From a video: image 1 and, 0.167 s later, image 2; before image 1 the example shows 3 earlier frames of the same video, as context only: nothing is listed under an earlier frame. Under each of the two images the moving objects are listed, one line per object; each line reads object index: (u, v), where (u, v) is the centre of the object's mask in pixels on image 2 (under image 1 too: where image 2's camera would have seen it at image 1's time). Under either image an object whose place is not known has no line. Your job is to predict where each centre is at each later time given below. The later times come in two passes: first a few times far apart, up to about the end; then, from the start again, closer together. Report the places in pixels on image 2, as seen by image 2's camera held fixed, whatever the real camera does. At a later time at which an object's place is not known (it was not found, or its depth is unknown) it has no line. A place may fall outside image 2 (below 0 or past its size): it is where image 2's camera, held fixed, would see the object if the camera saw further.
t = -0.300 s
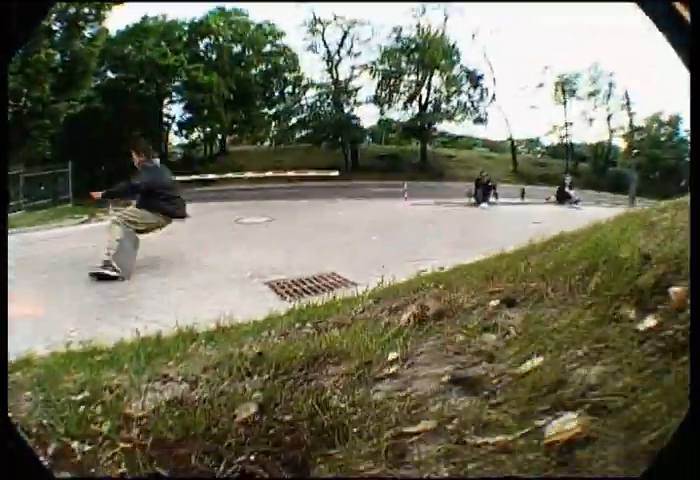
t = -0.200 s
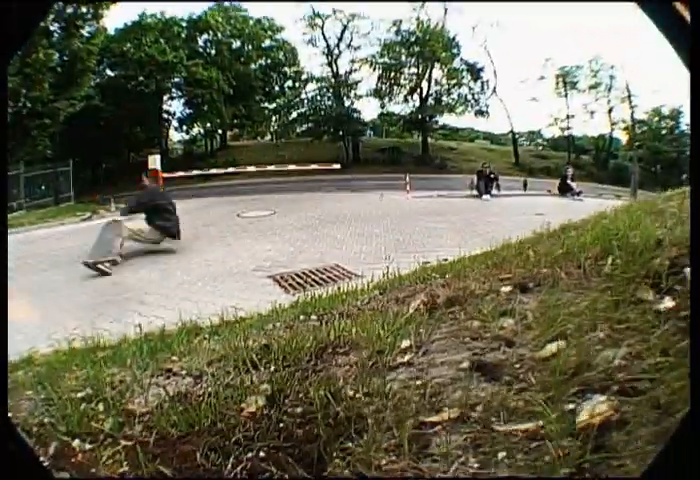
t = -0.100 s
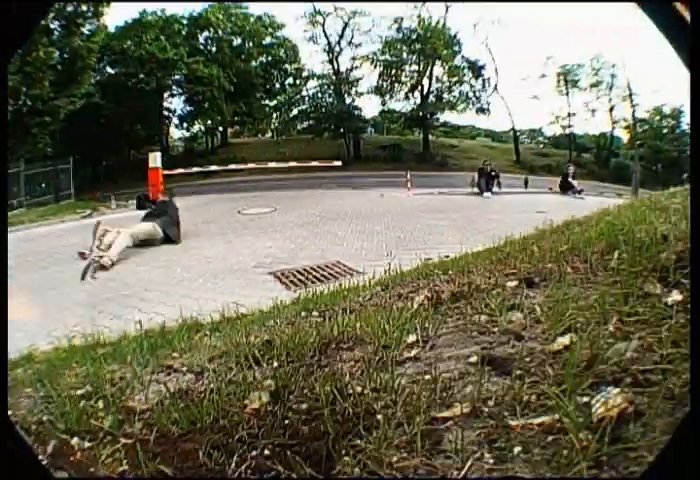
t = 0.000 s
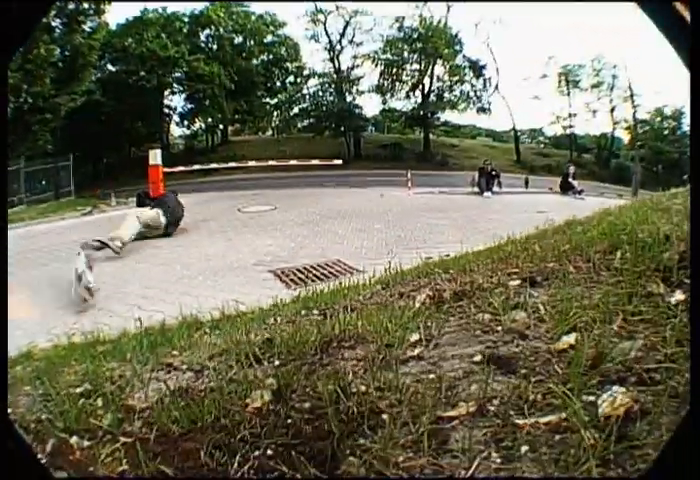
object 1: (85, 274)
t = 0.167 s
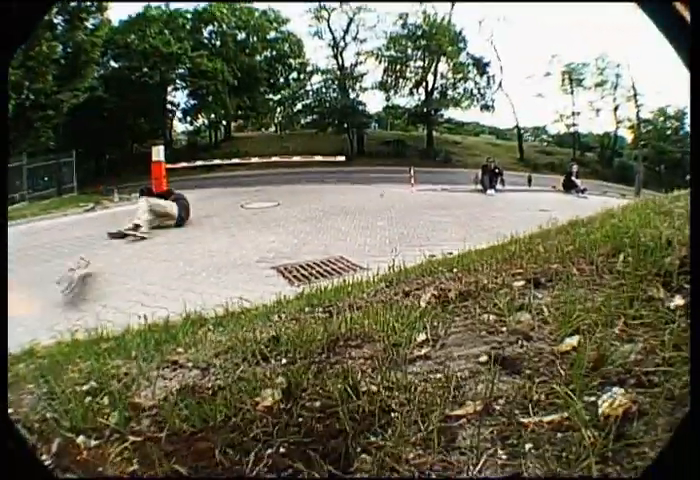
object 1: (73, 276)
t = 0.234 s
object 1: (68, 270)
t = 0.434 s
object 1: (59, 282)
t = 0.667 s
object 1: (54, 283)
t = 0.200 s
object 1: (70, 272)
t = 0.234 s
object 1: (68, 270)
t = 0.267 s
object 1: (66, 269)
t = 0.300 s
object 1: (64, 271)
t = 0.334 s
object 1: (63, 273)
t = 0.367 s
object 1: (61, 276)
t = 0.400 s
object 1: (60, 279)
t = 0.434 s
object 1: (59, 282)
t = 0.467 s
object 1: (59, 281)
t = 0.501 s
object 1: (58, 282)
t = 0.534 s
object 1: (56, 283)
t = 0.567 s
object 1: (56, 283)
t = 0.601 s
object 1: (55, 283)
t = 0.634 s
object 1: (54, 284)
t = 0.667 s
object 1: (54, 283)
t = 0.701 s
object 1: (54, 284)
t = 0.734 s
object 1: (55, 284)
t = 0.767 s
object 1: (55, 284)
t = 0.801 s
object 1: (55, 284)
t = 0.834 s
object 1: (56, 284)
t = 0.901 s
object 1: (58, 284)
